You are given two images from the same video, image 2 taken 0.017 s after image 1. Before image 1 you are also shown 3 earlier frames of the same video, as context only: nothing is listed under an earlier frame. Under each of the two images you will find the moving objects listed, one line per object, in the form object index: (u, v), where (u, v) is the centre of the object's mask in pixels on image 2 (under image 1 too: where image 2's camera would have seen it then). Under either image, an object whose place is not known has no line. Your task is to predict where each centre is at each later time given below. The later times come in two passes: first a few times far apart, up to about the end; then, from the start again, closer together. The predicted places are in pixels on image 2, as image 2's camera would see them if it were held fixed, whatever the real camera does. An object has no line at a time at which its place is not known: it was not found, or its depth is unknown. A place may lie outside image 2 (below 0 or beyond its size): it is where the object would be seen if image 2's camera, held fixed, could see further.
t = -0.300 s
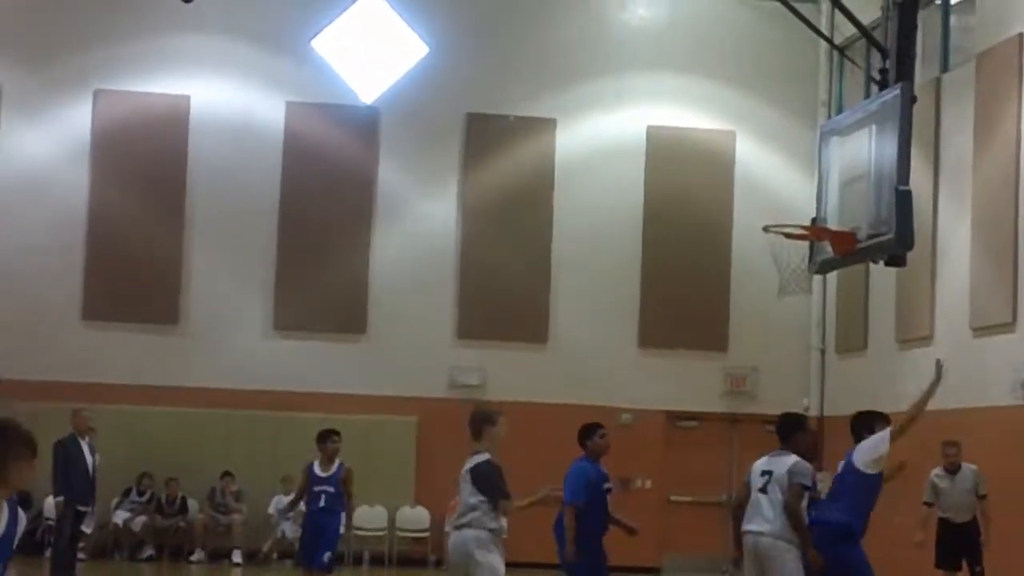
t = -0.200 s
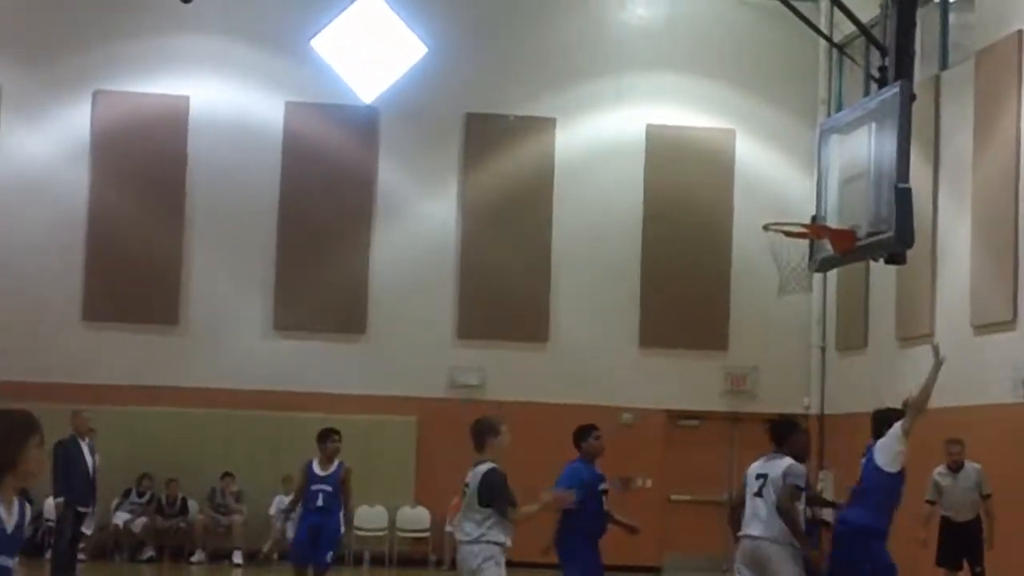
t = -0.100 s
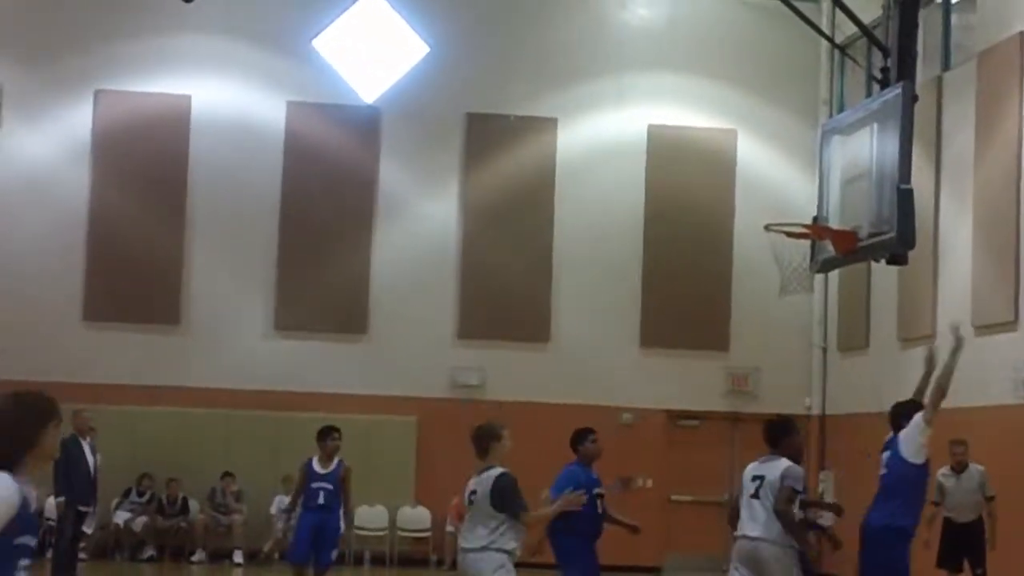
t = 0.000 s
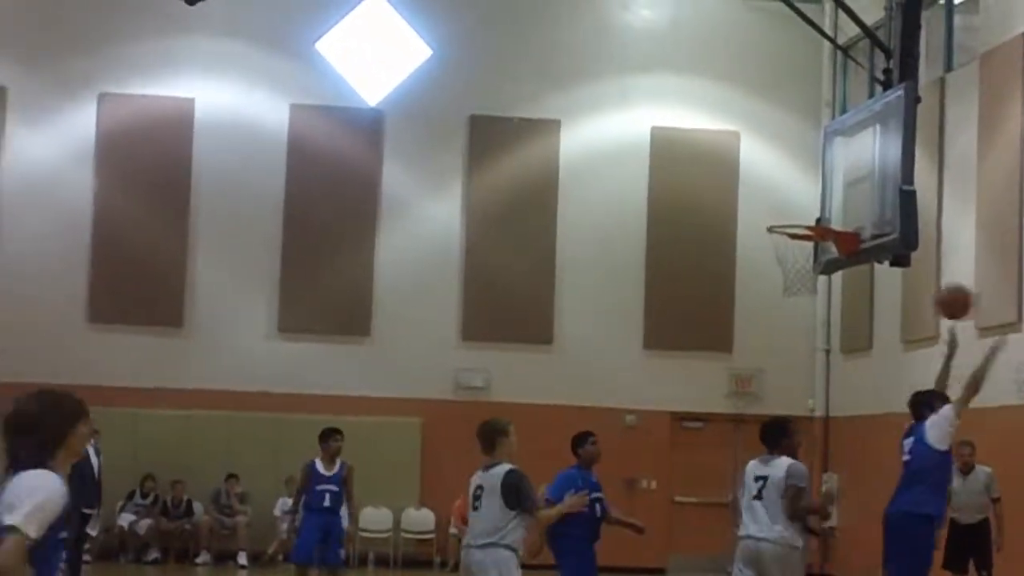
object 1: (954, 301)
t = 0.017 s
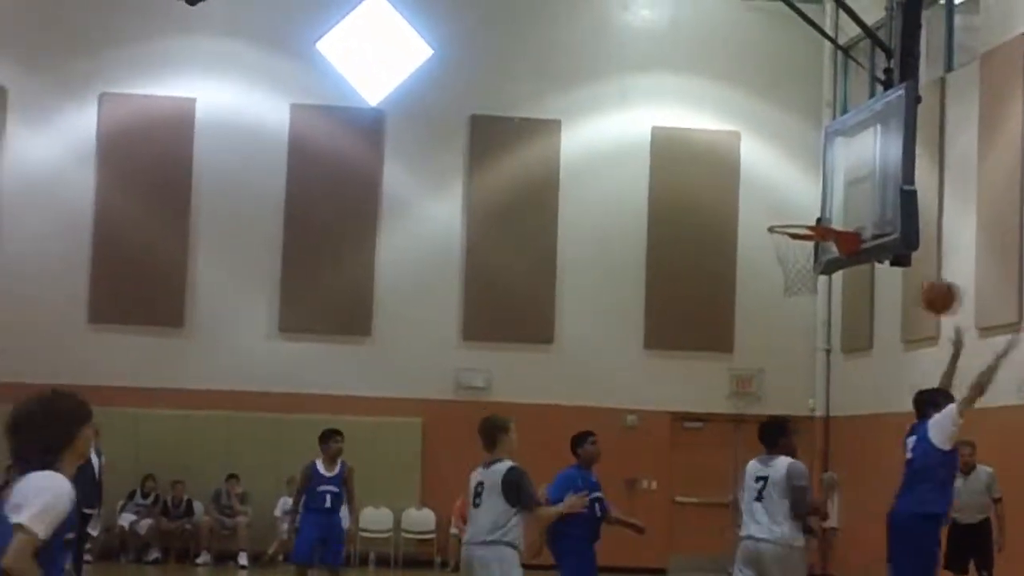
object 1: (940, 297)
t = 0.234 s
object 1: (749, 268)
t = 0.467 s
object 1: (557, 316)
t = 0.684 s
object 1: (383, 426)
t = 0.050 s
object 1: (911, 288)
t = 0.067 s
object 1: (896, 285)
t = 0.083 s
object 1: (878, 280)
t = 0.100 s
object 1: (864, 278)
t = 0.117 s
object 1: (850, 275)
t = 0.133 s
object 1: (835, 272)
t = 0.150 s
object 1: (818, 272)
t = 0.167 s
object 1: (805, 270)
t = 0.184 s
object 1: (790, 269)
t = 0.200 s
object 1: (777, 269)
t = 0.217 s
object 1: (761, 268)
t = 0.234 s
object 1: (749, 268)
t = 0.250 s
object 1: (734, 269)
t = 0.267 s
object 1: (721, 271)
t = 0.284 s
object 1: (707, 275)
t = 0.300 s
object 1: (692, 275)
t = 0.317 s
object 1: (680, 278)
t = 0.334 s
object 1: (667, 280)
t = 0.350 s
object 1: (652, 282)
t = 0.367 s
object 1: (635, 285)
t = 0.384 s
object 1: (622, 290)
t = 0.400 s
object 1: (608, 294)
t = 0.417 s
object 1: (595, 298)
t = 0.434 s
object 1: (582, 304)
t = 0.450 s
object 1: (568, 309)
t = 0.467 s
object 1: (557, 316)
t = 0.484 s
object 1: (542, 323)
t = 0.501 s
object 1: (527, 332)
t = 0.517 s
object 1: (517, 336)
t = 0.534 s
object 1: (500, 346)
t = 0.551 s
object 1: (490, 350)
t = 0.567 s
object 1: (474, 359)
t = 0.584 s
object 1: (461, 366)
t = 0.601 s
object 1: (448, 375)
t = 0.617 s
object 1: (436, 384)
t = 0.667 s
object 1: (395, 414)
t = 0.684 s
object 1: (383, 426)
